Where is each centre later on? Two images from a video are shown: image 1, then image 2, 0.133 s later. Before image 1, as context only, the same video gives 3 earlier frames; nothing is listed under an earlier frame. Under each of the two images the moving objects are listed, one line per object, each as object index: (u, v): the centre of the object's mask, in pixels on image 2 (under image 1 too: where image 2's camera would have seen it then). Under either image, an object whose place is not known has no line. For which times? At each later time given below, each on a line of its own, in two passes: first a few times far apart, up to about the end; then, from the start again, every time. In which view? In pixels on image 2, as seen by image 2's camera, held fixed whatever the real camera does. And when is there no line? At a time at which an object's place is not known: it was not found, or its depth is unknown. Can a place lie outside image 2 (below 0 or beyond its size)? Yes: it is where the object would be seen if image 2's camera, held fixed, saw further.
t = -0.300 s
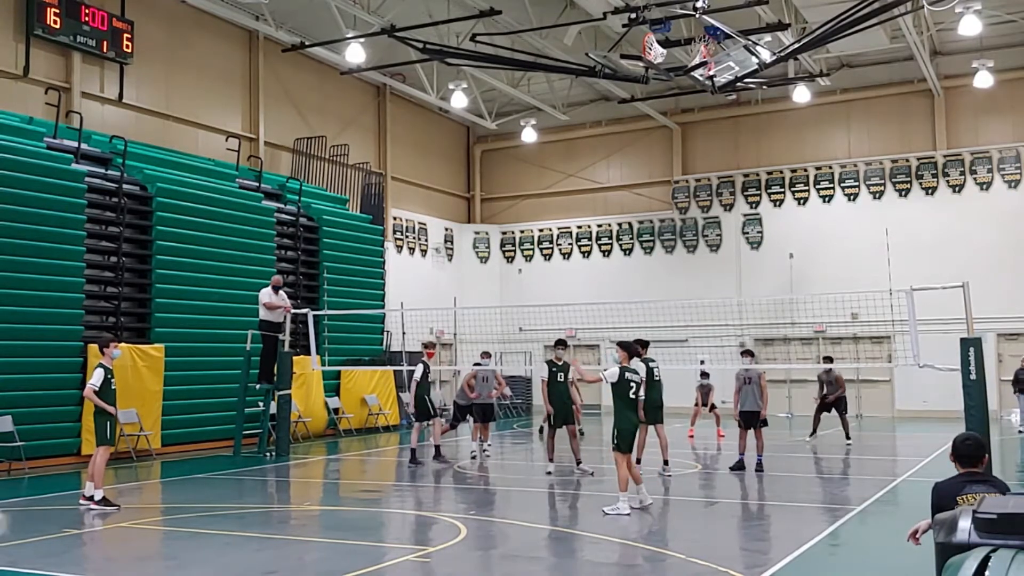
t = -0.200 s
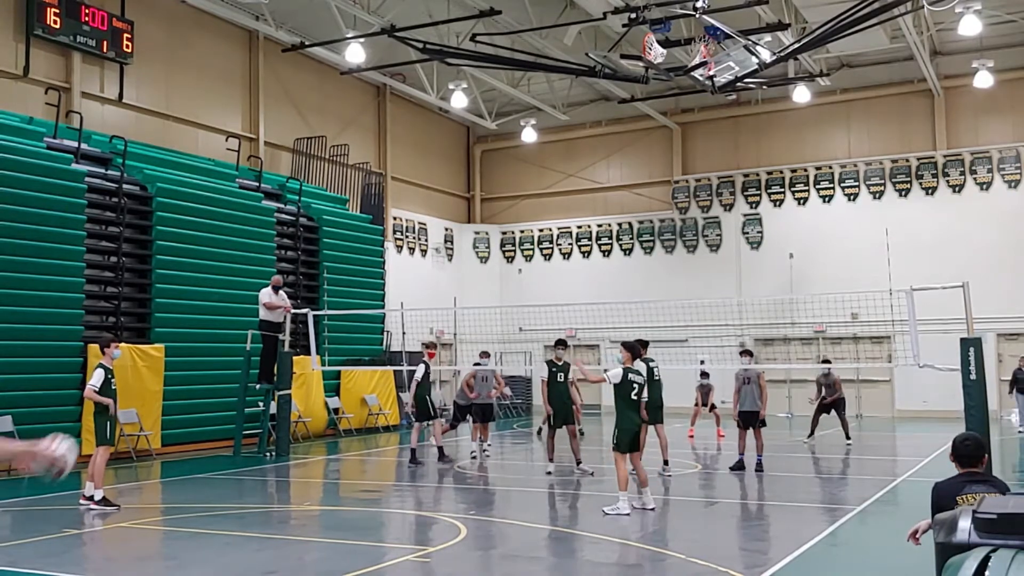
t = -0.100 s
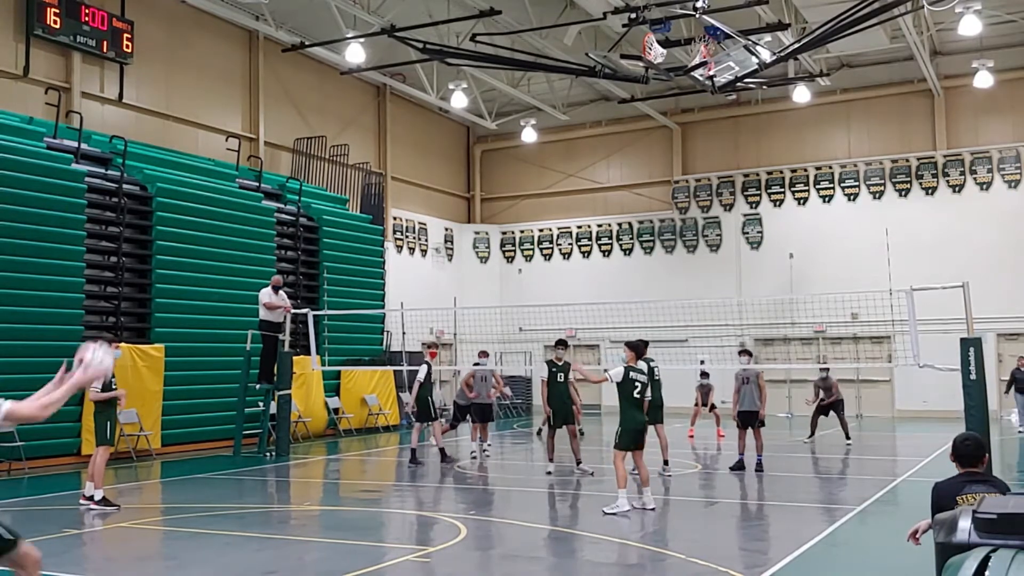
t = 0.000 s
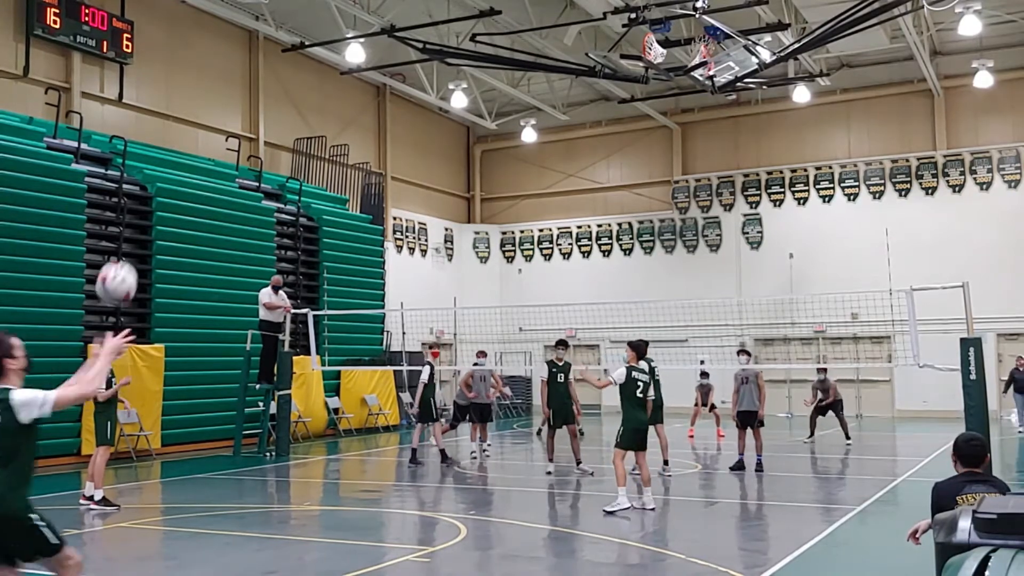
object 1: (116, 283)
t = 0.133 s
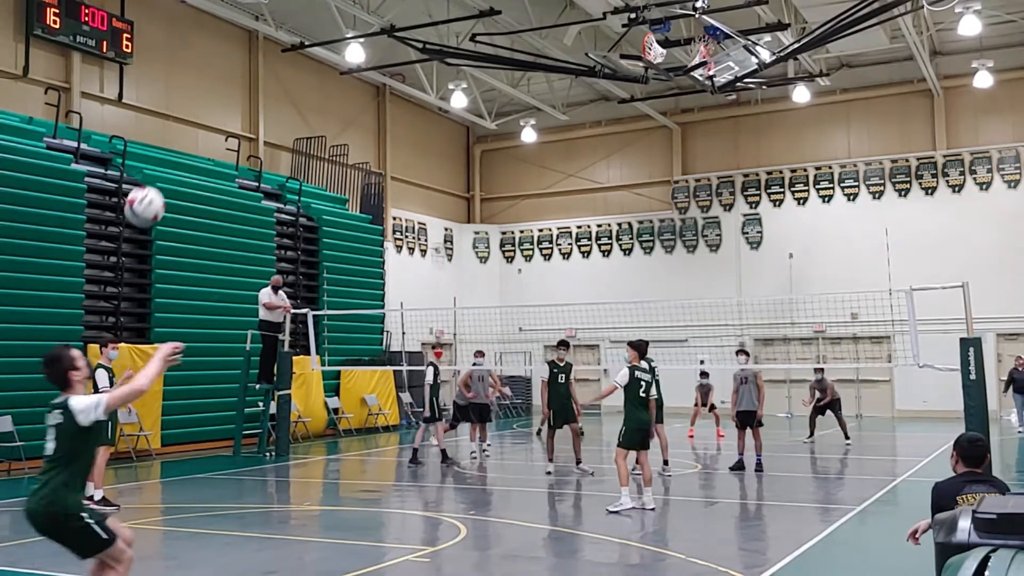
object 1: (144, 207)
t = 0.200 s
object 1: (158, 181)
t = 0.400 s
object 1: (195, 150)
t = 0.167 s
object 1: (151, 193)
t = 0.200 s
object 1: (158, 181)
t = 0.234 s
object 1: (164, 171)
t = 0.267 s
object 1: (171, 163)
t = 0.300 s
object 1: (177, 157)
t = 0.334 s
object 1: (183, 153)
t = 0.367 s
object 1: (189, 150)
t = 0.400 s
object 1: (195, 150)
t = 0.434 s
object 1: (201, 151)
